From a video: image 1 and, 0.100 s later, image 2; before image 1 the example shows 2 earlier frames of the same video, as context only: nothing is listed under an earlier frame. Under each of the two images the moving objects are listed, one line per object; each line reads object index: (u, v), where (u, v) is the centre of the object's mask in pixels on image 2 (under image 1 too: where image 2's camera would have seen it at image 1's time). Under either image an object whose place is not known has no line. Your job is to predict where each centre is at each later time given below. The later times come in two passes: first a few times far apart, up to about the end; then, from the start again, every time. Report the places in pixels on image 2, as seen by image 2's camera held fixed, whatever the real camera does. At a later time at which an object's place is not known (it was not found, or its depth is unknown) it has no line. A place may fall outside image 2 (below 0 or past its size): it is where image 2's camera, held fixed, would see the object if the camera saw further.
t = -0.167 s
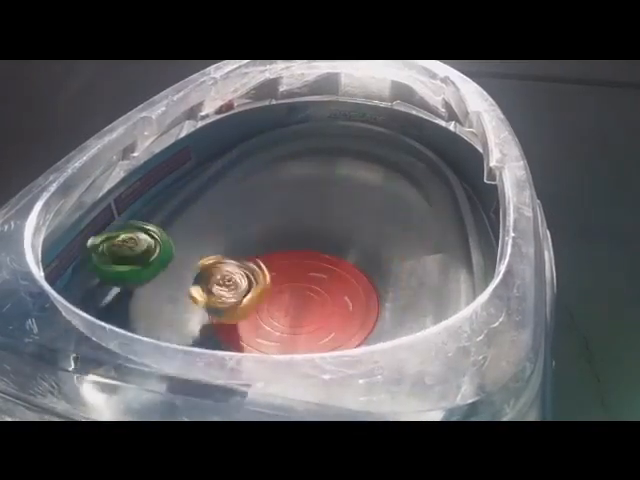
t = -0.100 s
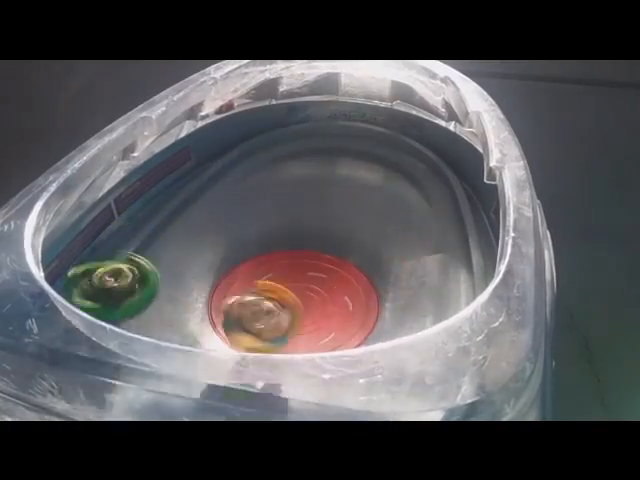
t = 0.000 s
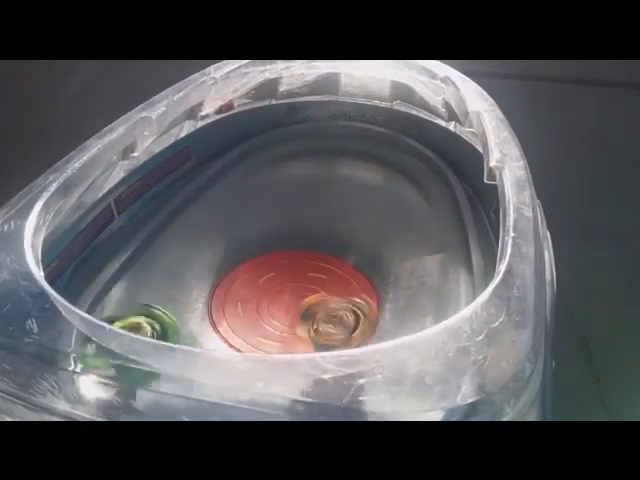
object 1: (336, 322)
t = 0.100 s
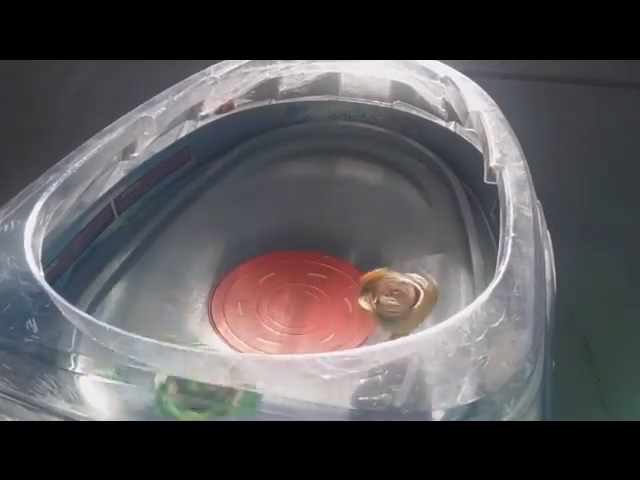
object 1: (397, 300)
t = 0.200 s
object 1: (423, 278)
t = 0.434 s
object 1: (423, 230)
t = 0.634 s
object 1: (394, 161)
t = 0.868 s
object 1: (325, 129)
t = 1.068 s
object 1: (233, 168)
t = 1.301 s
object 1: (220, 253)
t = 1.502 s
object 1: (251, 254)
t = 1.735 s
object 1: (288, 210)
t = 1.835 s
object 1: (315, 200)
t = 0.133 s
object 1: (410, 289)
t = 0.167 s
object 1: (418, 284)
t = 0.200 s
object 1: (423, 278)
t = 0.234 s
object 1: (427, 273)
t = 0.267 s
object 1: (430, 270)
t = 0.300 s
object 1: (430, 266)
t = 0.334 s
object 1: (430, 262)
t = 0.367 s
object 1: (427, 258)
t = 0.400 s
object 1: (424, 253)
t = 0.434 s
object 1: (423, 230)
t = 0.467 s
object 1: (423, 220)
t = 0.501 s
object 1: (419, 204)
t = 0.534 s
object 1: (411, 195)
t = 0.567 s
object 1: (405, 181)
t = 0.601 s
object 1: (398, 174)
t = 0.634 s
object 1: (394, 161)
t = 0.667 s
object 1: (389, 153)
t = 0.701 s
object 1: (387, 147)
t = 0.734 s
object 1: (382, 138)
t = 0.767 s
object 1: (373, 131)
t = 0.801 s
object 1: (359, 128)
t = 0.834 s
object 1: (344, 129)
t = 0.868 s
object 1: (325, 129)
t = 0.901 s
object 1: (308, 136)
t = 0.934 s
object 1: (285, 144)
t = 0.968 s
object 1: (268, 149)
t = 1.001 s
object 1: (255, 155)
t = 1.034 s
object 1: (242, 161)
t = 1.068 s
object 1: (233, 168)
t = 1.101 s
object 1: (228, 175)
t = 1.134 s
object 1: (225, 184)
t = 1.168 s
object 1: (224, 196)
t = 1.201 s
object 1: (220, 209)
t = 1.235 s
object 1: (219, 222)
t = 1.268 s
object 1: (219, 235)
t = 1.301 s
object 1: (220, 253)
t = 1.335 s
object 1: (222, 272)
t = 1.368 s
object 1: (225, 290)
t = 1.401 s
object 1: (234, 304)
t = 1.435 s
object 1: (242, 291)
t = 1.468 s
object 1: (247, 270)
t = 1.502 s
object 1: (251, 254)
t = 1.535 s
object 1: (256, 243)
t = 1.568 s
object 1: (262, 234)
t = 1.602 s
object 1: (265, 227)
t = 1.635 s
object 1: (269, 223)
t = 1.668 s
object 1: (276, 219)
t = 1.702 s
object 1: (281, 213)
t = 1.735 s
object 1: (288, 210)
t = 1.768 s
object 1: (298, 205)
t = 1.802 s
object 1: (305, 201)
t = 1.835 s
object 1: (315, 200)
